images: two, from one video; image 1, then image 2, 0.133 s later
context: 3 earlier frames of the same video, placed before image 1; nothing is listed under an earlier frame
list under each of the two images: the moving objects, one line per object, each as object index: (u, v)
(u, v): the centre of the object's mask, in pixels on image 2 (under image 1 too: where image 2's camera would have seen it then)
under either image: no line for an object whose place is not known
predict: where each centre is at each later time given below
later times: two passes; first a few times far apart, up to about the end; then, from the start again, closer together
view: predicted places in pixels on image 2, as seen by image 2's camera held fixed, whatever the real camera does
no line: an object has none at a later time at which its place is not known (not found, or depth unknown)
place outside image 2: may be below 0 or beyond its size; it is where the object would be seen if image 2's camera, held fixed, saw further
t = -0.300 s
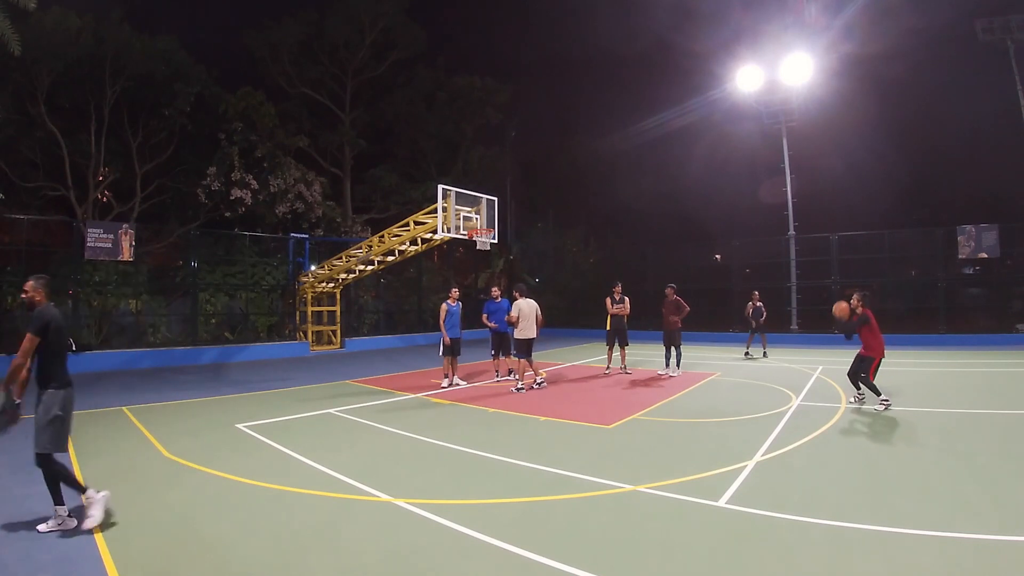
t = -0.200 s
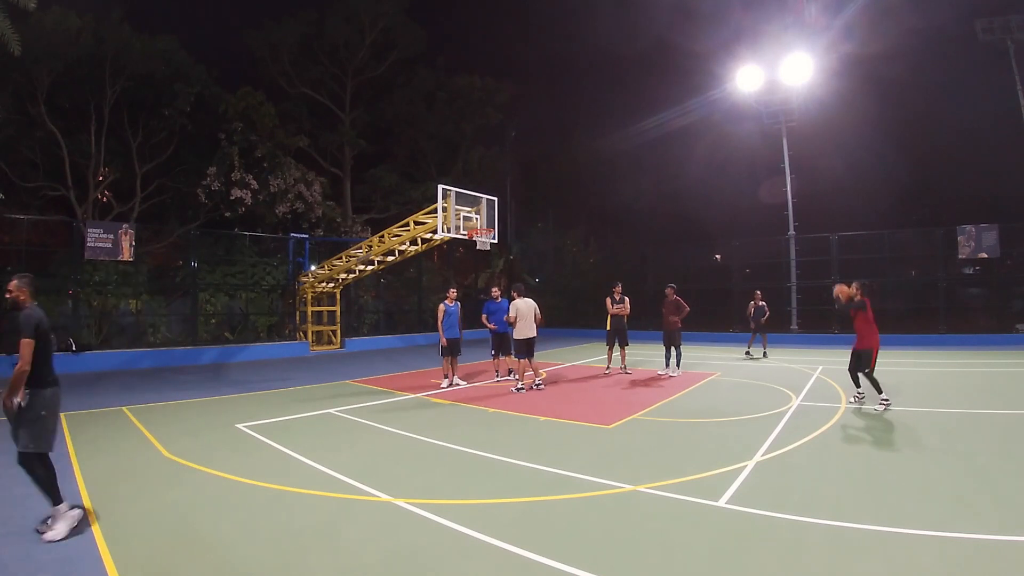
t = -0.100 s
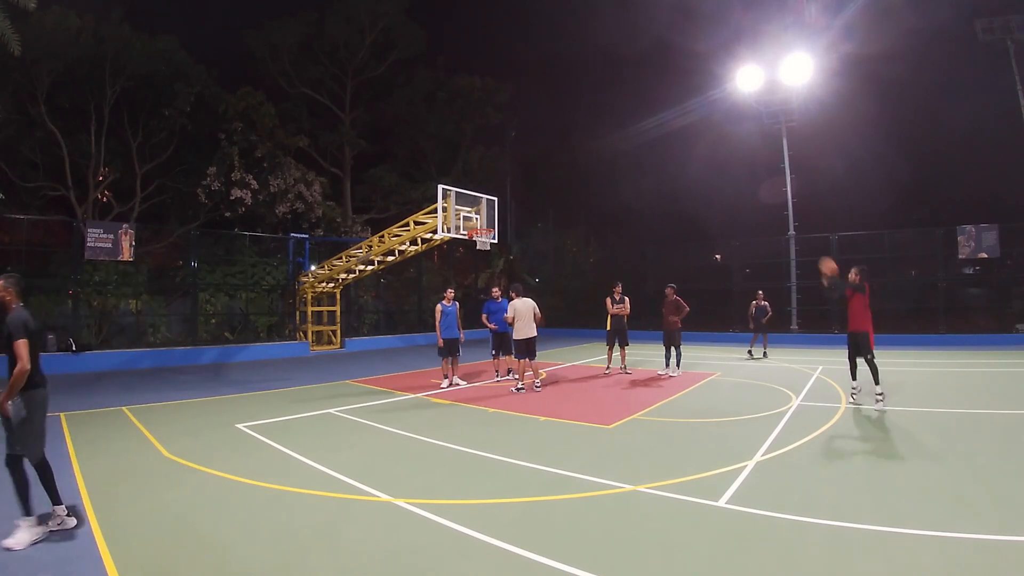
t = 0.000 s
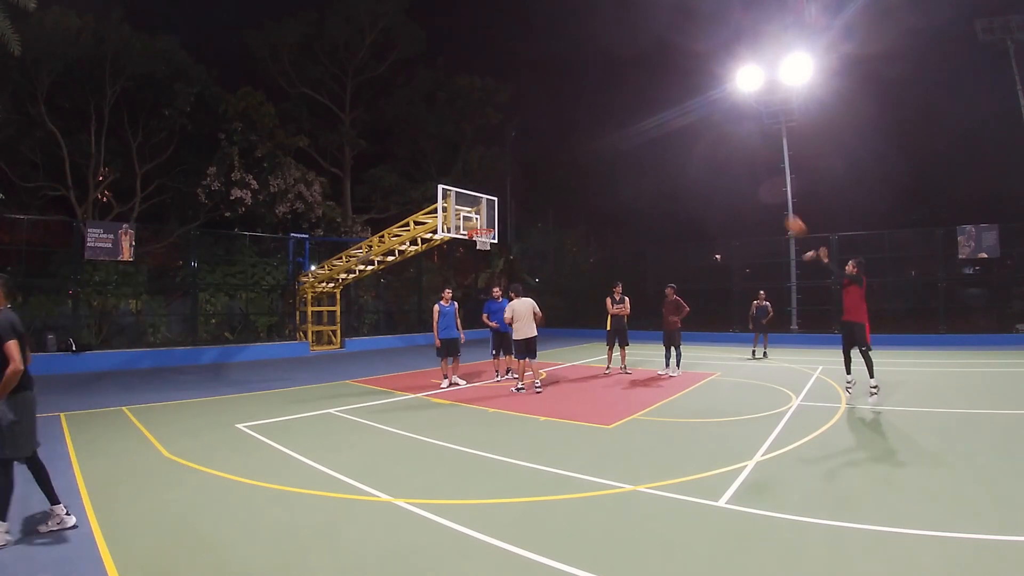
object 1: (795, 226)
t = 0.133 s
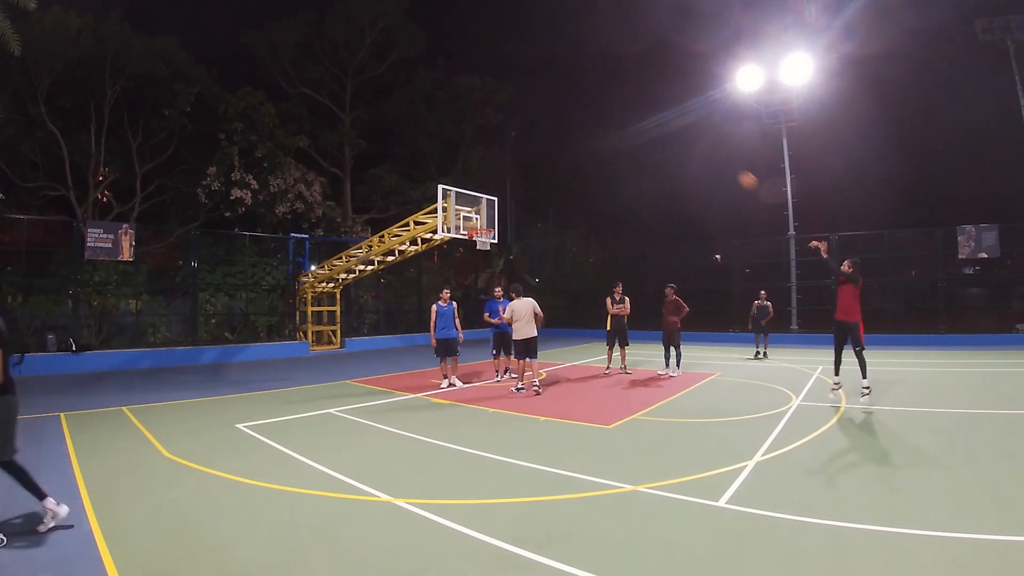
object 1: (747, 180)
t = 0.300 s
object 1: (694, 145)
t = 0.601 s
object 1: (612, 127)
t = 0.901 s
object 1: (546, 156)
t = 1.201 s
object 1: (491, 220)
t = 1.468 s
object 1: (490, 189)
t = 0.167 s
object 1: (736, 171)
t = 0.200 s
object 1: (725, 164)
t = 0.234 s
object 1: (714, 156)
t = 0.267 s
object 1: (704, 150)
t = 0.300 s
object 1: (694, 145)
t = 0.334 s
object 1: (684, 140)
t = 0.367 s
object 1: (674, 136)
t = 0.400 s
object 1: (665, 132)
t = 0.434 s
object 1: (655, 130)
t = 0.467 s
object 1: (646, 128)
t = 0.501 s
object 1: (637, 127)
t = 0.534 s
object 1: (629, 126)
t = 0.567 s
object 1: (620, 127)
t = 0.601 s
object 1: (612, 127)
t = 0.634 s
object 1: (604, 129)
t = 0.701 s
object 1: (589, 132)
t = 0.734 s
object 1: (581, 135)
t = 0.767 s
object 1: (574, 138)
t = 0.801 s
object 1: (567, 142)
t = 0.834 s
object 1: (559, 146)
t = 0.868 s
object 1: (553, 151)
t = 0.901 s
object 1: (546, 156)
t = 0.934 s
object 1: (539, 161)
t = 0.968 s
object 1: (533, 167)
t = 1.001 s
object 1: (526, 174)
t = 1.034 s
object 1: (520, 181)
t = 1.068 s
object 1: (514, 188)
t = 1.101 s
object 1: (508, 196)
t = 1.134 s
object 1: (503, 203)
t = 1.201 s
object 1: (491, 220)
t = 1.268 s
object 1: (489, 216)
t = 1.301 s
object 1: (489, 210)
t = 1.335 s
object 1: (490, 205)
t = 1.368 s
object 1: (490, 200)
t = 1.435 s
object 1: (490, 192)
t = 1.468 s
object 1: (490, 189)
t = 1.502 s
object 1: (490, 187)
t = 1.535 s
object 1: (490, 185)
